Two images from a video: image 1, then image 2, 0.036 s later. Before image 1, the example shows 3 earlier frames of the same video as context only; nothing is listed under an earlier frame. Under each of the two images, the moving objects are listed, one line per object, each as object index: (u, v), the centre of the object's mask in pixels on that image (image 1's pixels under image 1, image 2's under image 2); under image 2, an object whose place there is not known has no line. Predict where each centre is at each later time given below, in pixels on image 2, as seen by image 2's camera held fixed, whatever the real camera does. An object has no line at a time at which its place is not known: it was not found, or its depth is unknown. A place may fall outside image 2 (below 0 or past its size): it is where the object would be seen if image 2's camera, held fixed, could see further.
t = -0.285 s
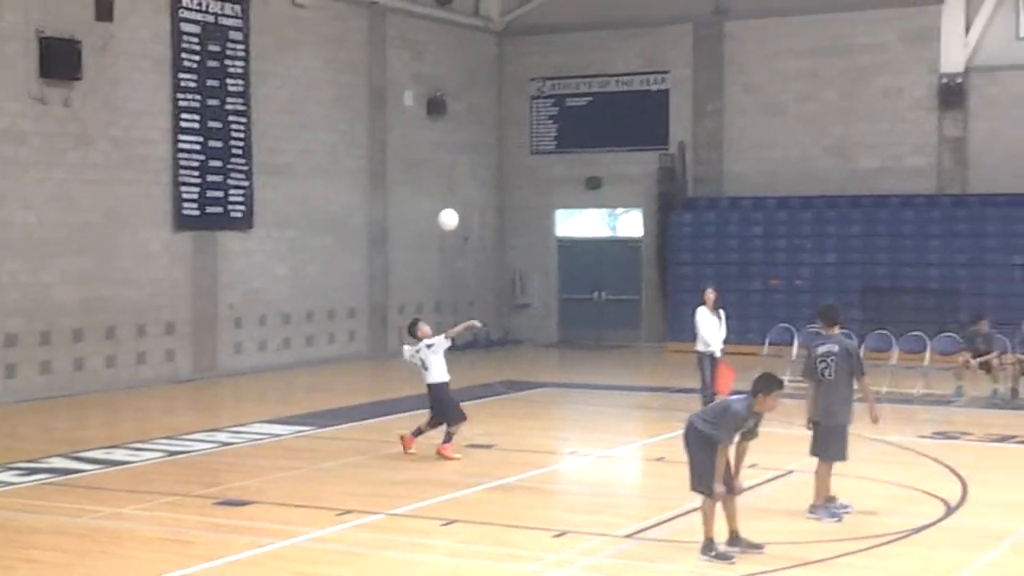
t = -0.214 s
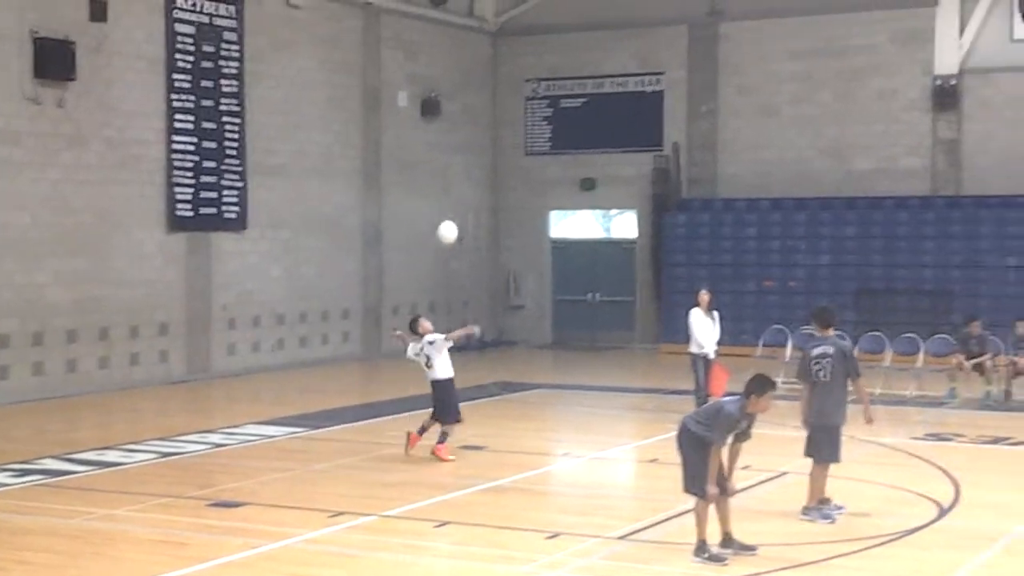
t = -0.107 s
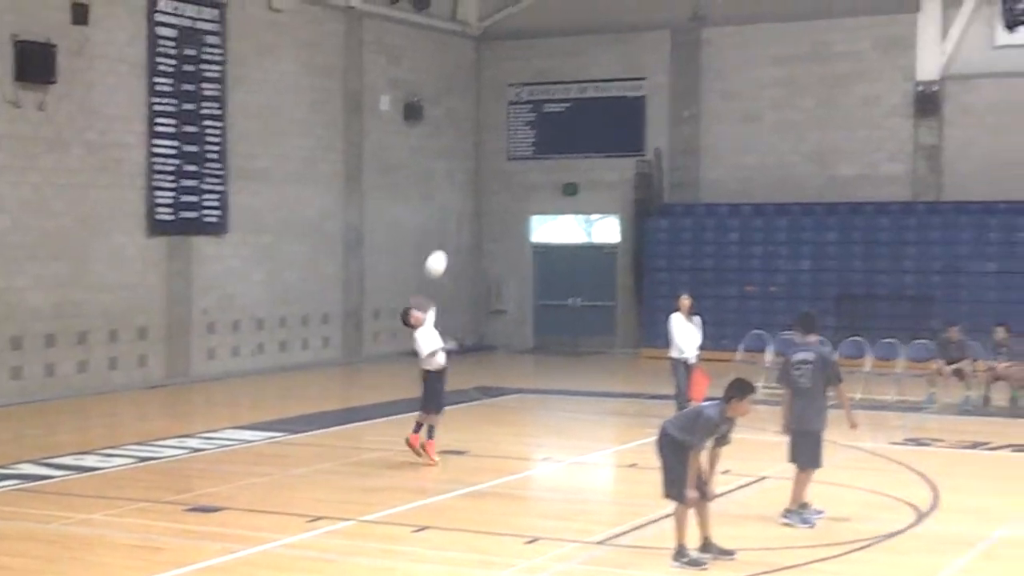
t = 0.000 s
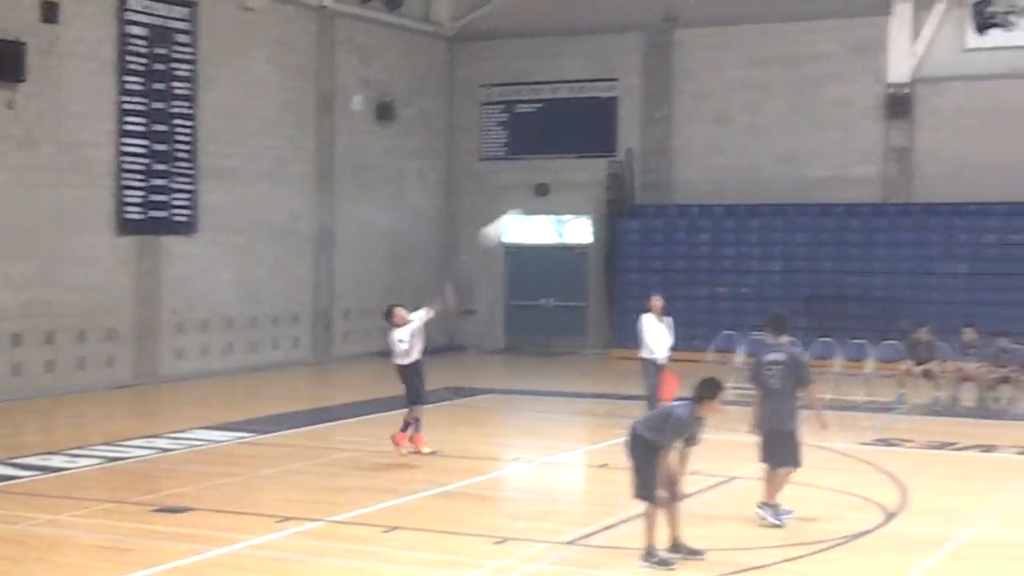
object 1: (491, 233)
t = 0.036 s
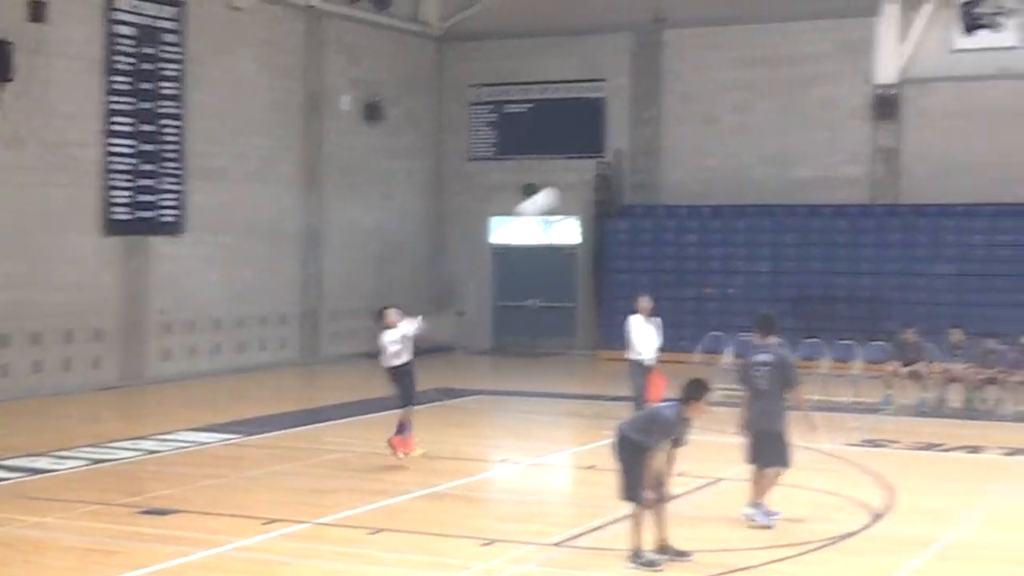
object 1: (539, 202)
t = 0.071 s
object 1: (584, 183)
